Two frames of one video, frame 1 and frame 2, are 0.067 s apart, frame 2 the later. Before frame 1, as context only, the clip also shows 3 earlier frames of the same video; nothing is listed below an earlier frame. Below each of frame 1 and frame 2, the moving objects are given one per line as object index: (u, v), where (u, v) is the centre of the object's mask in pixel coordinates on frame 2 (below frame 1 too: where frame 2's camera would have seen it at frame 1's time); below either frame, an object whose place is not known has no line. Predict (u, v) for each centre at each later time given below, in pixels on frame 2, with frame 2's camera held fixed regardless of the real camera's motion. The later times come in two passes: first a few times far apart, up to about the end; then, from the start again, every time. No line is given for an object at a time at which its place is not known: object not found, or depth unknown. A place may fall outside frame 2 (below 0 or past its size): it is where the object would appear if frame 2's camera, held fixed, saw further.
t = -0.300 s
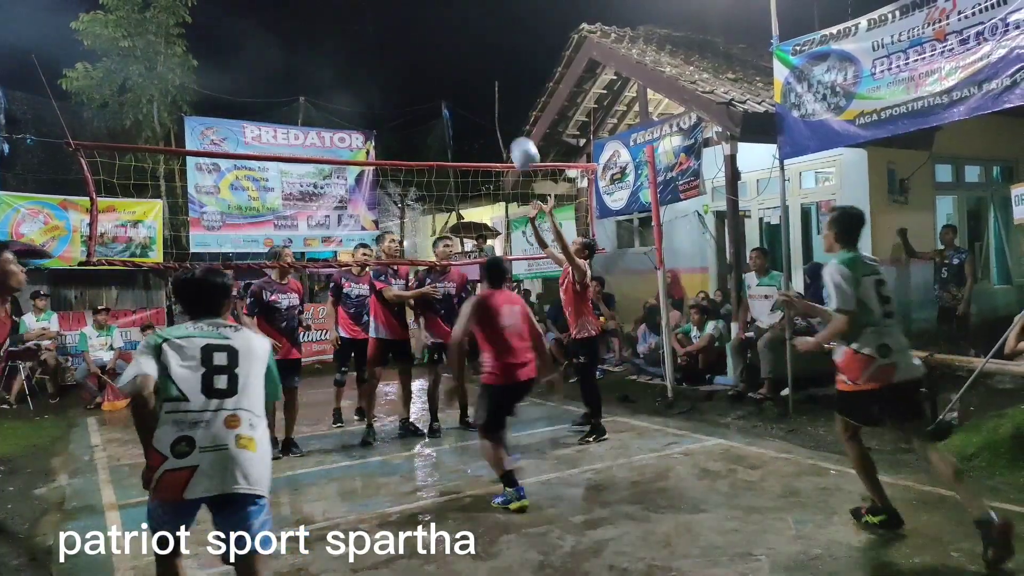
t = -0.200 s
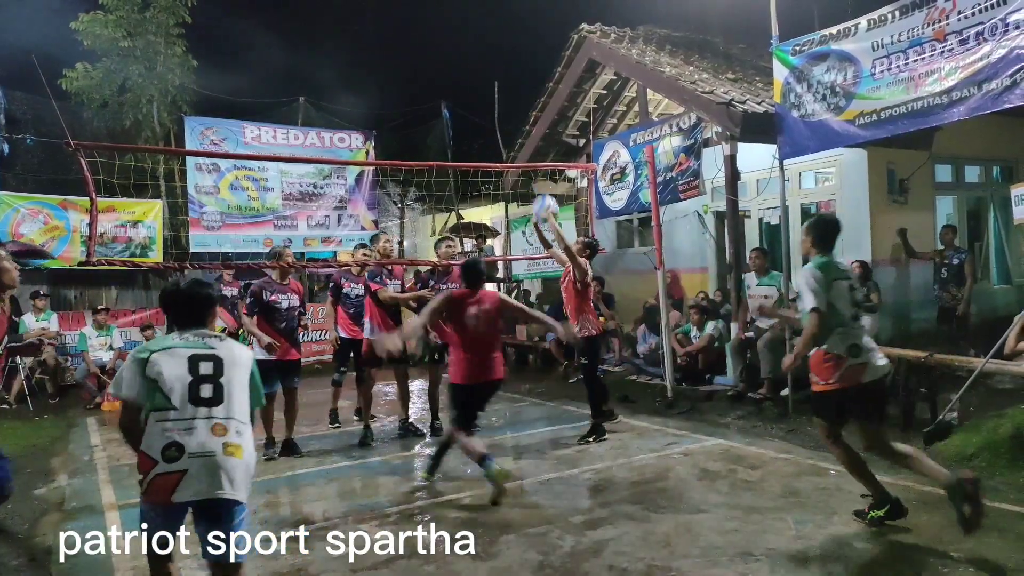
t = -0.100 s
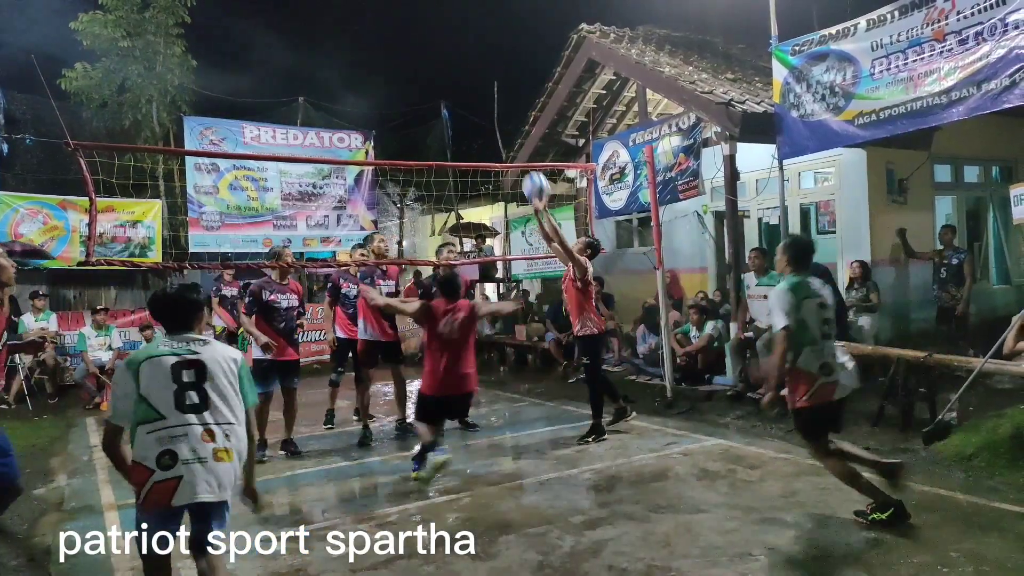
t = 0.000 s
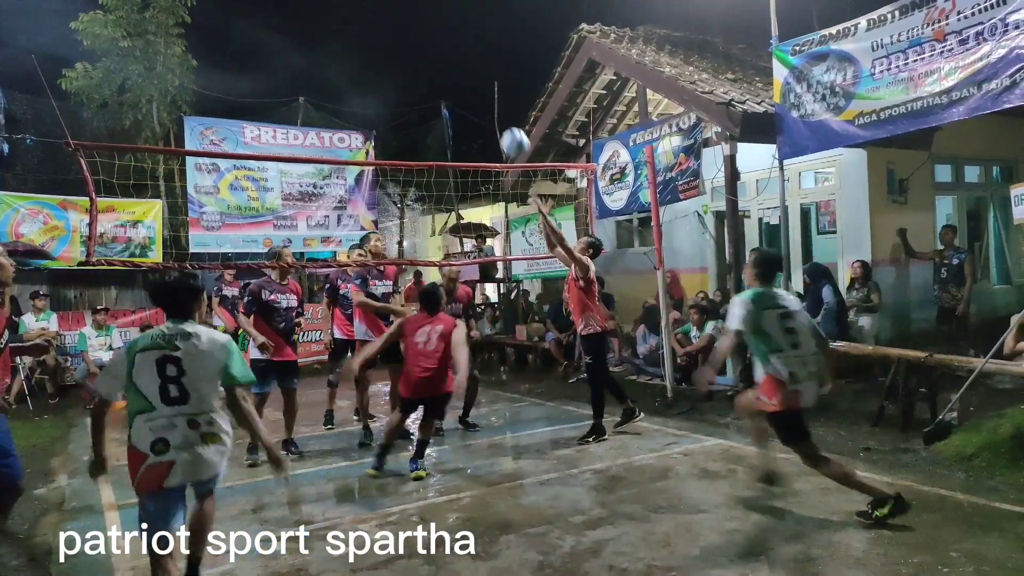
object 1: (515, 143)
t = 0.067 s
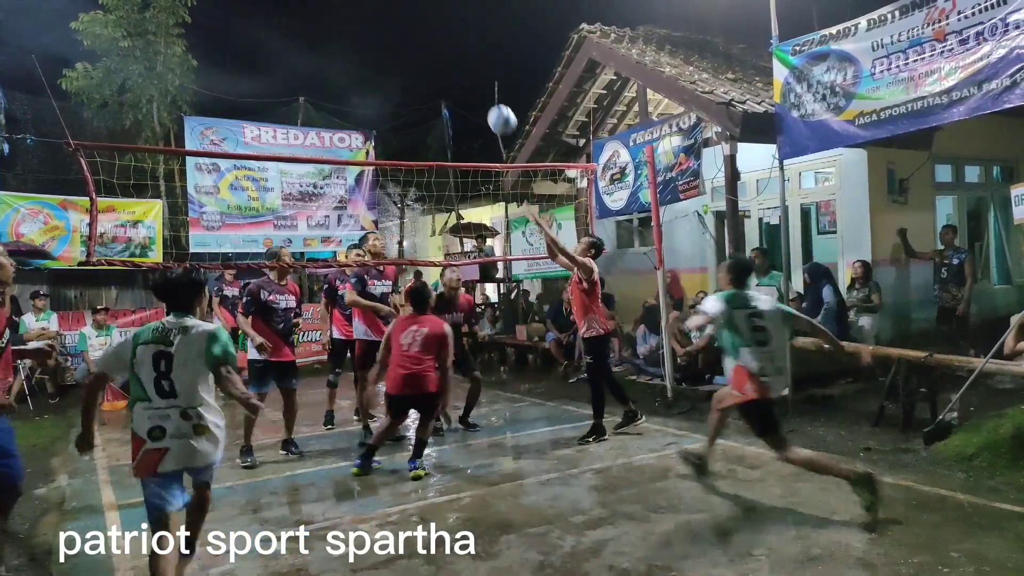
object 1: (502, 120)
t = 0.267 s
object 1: (461, 82)
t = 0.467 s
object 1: (424, 94)
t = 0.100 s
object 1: (495, 110)
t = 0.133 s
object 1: (488, 102)
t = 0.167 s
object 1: (482, 95)
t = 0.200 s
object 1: (475, 89)
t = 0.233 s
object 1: (468, 85)
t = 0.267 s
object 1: (461, 82)
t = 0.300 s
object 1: (455, 81)
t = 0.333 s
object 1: (449, 81)
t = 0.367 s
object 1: (442, 82)
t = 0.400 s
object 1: (436, 84)
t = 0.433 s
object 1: (430, 89)
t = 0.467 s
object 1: (424, 94)
